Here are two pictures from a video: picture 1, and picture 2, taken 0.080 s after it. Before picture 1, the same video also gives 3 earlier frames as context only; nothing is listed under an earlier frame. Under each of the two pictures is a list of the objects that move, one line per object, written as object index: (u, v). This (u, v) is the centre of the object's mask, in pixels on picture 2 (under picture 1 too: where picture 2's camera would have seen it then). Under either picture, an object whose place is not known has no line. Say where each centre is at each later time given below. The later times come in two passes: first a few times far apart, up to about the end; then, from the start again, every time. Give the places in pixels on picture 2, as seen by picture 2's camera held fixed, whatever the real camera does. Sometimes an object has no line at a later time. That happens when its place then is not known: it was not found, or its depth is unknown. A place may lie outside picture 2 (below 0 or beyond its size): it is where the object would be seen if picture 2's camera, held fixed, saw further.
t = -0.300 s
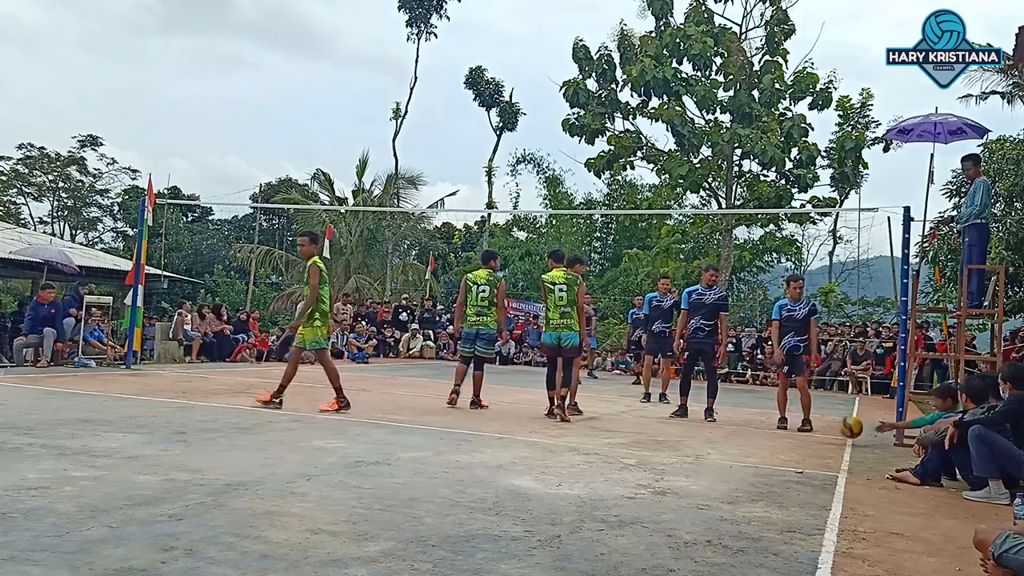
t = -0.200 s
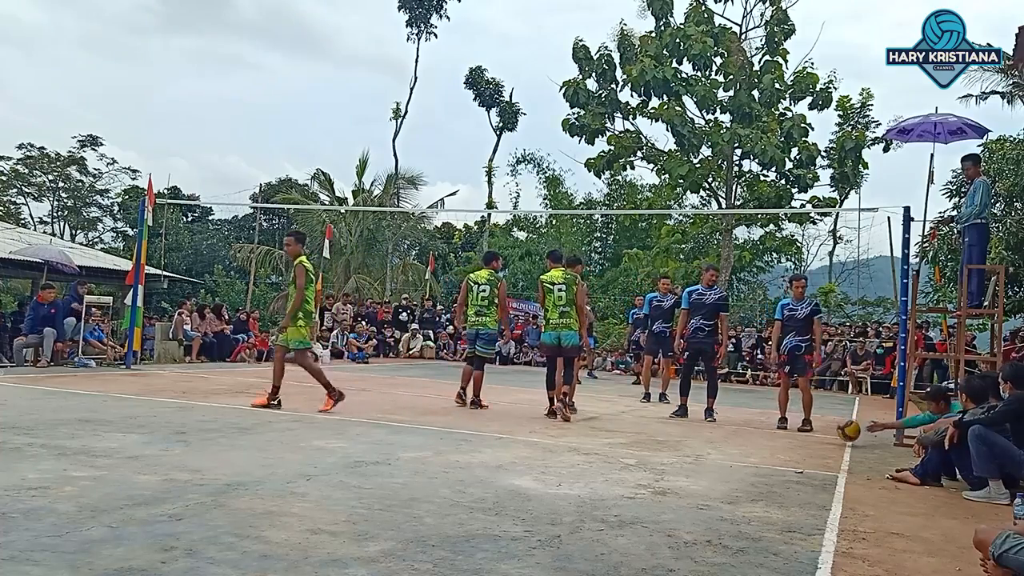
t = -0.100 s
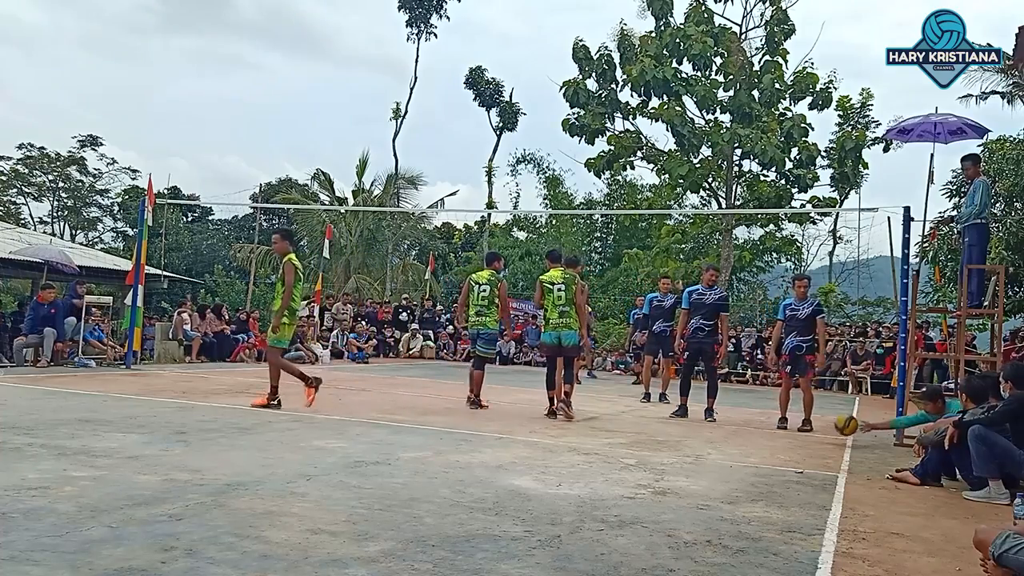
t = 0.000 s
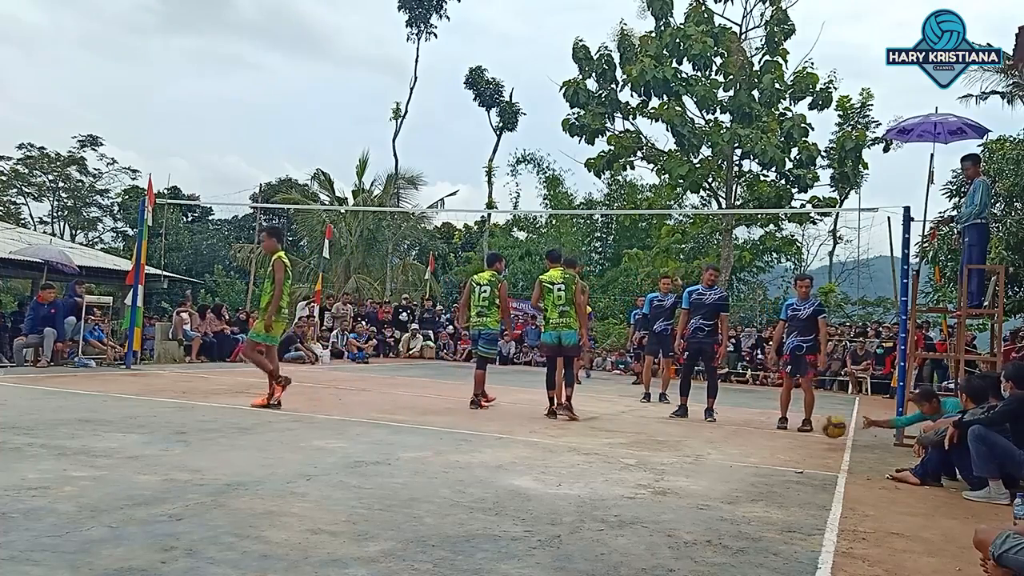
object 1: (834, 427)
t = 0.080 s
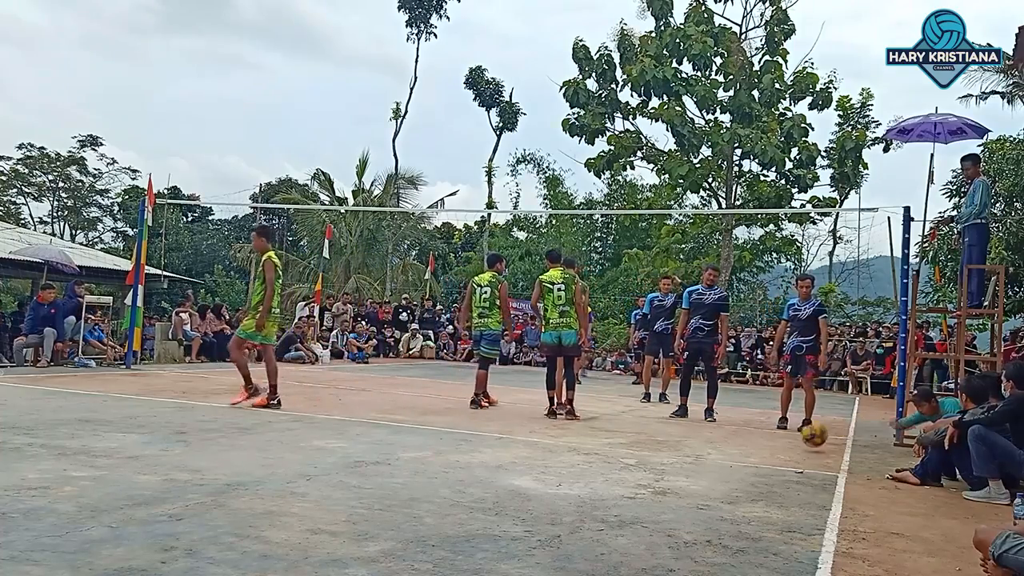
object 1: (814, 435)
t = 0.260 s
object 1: (779, 437)
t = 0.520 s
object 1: (723, 438)
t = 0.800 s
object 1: (652, 448)
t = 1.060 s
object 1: (571, 455)
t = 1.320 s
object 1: (471, 469)
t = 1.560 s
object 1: (360, 474)
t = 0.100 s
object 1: (809, 437)
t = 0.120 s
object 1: (805, 440)
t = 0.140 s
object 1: (801, 440)
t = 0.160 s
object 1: (797, 438)
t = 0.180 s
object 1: (794, 437)
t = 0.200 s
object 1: (789, 437)
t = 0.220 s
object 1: (785, 436)
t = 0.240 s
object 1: (783, 436)
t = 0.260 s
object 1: (779, 437)
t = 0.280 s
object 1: (775, 438)
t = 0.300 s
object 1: (771, 439)
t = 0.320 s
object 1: (766, 441)
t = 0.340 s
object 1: (762, 443)
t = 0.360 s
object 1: (757, 446)
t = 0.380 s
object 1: (754, 446)
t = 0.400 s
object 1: (750, 444)
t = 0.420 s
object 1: (746, 442)
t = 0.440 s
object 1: (742, 440)
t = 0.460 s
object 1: (737, 438)
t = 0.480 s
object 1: (733, 438)
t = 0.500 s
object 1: (728, 437)
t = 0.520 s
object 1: (723, 438)
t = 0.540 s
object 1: (719, 440)
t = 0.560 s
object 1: (713, 442)
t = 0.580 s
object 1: (710, 444)
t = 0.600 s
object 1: (704, 447)
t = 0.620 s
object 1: (699, 450)
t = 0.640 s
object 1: (694, 452)
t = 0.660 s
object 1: (689, 450)
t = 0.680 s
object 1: (684, 449)
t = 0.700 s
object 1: (678, 447)
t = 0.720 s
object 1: (673, 447)
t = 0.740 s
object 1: (668, 446)
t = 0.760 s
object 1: (663, 447)
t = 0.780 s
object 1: (658, 448)
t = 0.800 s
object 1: (652, 448)
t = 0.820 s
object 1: (646, 450)
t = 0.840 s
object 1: (640, 452)
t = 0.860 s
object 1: (634, 457)
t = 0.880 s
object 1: (627, 457)
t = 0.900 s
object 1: (622, 454)
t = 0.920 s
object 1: (616, 453)
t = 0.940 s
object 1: (610, 451)
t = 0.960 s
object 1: (605, 450)
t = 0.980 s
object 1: (599, 450)
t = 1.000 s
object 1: (591, 450)
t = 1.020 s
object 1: (585, 450)
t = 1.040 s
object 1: (578, 452)
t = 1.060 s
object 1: (571, 455)
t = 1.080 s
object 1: (564, 458)
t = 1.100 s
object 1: (557, 463)
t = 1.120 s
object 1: (550, 463)
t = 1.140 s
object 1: (543, 462)
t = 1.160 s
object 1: (536, 460)
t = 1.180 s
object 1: (529, 458)
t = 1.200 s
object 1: (520, 458)
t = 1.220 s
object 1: (513, 458)
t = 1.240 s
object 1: (504, 458)
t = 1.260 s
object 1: (496, 461)
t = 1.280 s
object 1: (488, 463)
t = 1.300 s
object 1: (479, 467)
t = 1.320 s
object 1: (471, 469)
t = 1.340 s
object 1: (463, 469)
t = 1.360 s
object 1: (455, 469)
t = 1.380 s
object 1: (446, 466)
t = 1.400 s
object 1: (437, 466)
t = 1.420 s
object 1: (428, 466)
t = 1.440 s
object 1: (418, 468)
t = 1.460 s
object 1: (409, 470)
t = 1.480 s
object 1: (398, 473)
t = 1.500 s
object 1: (389, 475)
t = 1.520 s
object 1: (379, 475)
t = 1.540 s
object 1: (369, 473)
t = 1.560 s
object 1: (360, 474)
